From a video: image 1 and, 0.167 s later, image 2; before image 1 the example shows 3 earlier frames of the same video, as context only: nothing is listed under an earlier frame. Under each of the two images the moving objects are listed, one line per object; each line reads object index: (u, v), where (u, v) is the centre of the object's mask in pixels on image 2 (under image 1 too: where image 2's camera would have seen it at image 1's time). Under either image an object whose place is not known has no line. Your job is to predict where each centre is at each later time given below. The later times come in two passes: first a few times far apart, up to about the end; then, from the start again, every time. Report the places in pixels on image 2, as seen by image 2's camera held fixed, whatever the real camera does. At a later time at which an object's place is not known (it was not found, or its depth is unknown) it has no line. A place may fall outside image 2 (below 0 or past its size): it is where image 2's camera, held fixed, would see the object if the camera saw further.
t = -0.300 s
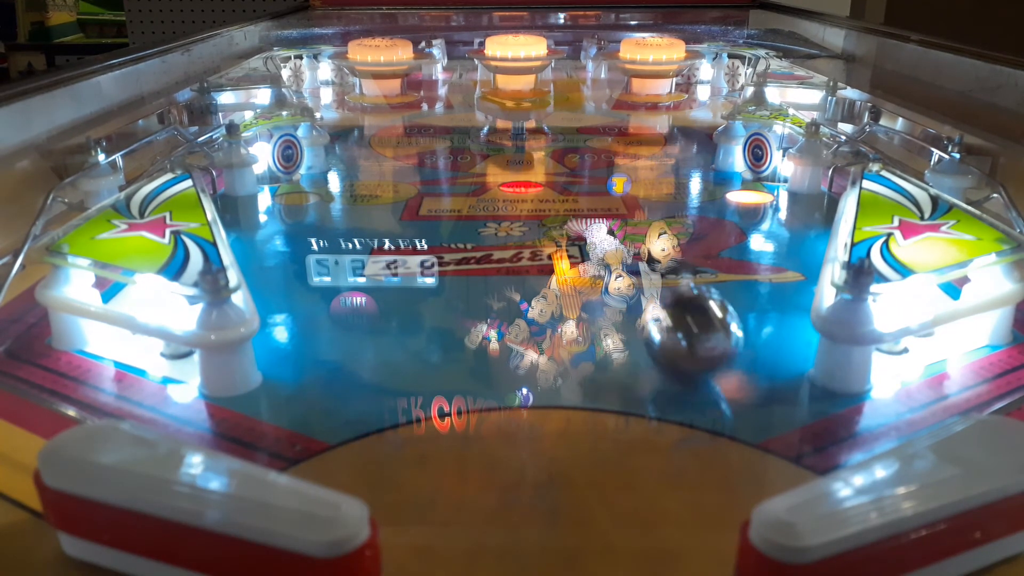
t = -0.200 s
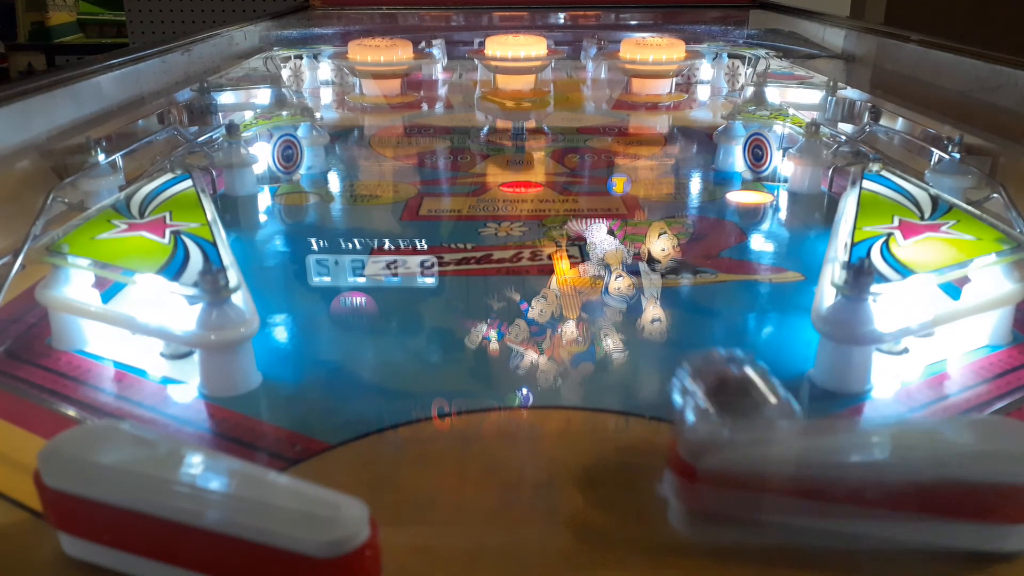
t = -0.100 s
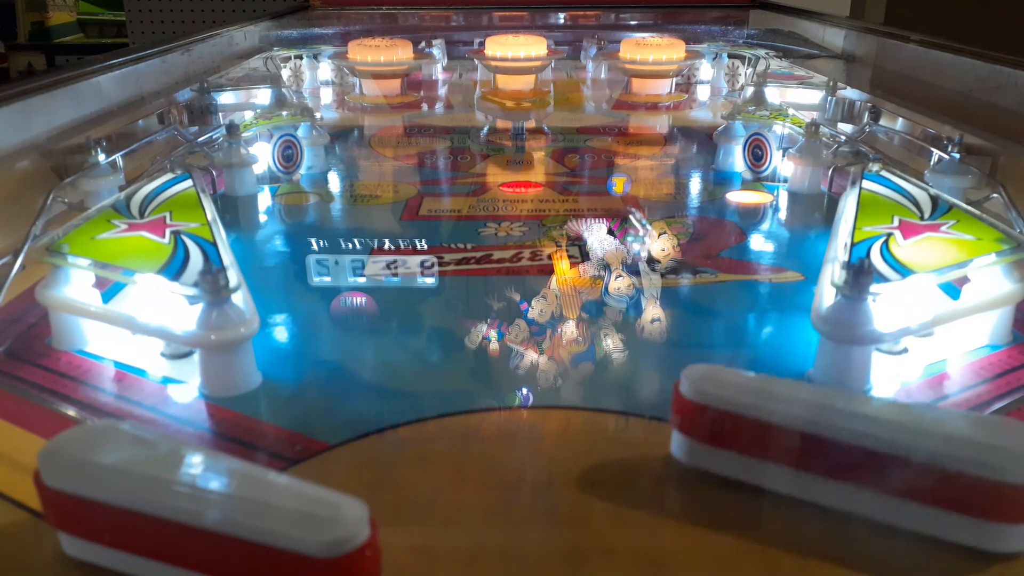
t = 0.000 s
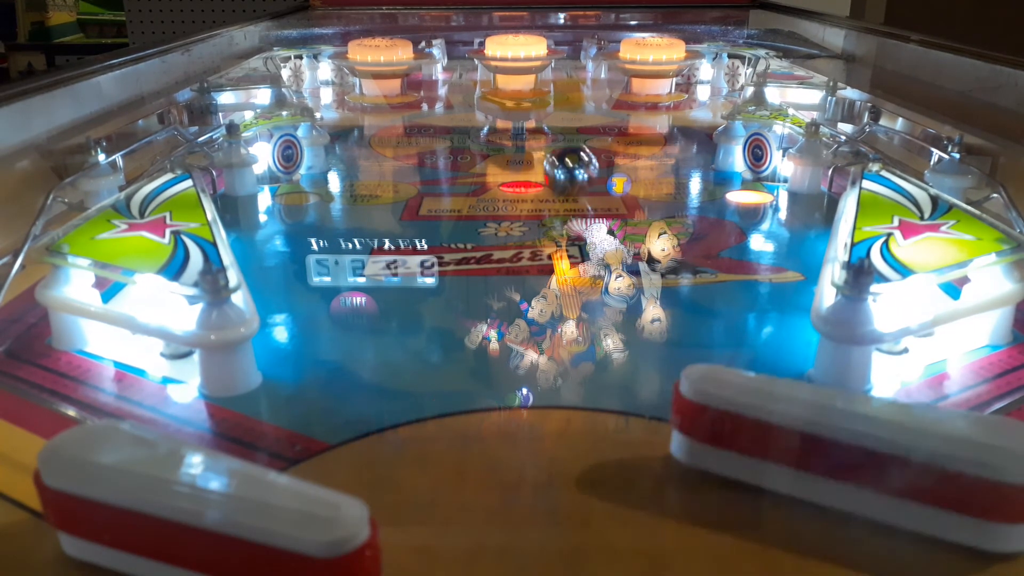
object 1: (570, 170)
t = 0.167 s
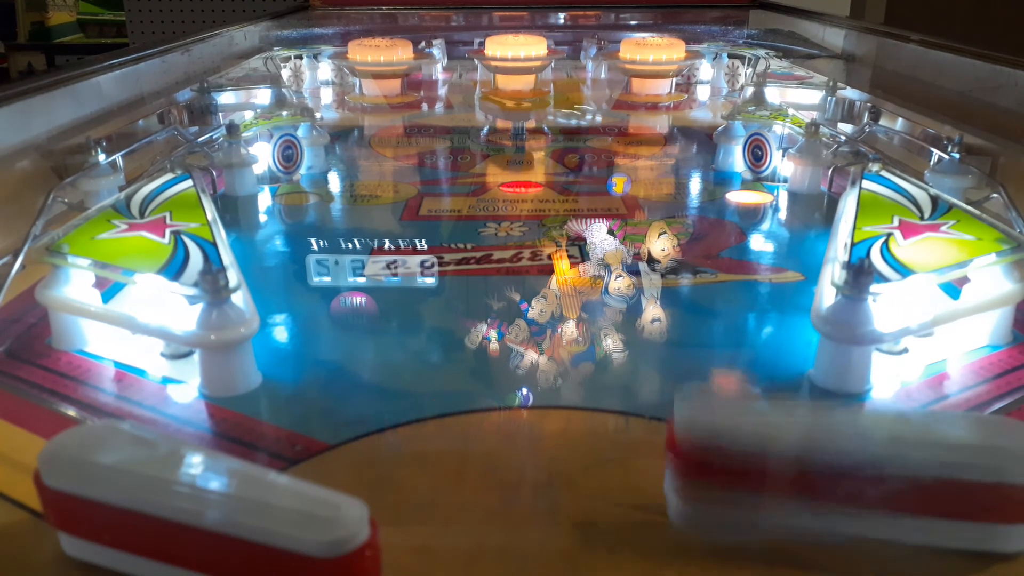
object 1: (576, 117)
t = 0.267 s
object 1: (686, 134)
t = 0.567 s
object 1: (556, 128)
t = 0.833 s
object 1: (597, 176)
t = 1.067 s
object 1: (696, 274)
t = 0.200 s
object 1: (614, 123)
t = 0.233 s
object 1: (650, 130)
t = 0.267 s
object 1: (686, 134)
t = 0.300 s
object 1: (695, 134)
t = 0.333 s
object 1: (665, 131)
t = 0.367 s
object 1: (637, 130)
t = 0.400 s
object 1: (610, 124)
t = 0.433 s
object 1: (583, 122)
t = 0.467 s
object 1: (558, 120)
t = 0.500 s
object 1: (545, 118)
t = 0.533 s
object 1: (551, 123)
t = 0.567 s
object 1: (556, 128)
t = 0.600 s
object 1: (560, 135)
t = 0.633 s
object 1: (564, 139)
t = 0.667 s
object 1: (570, 146)
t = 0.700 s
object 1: (575, 151)
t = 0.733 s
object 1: (580, 155)
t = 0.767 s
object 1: (587, 162)
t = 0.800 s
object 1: (591, 170)
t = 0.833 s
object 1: (597, 176)
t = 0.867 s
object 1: (608, 188)
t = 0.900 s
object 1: (616, 194)
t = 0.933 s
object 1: (627, 202)
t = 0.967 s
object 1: (637, 211)
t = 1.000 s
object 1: (654, 224)
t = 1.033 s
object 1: (684, 256)
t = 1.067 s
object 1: (696, 274)
